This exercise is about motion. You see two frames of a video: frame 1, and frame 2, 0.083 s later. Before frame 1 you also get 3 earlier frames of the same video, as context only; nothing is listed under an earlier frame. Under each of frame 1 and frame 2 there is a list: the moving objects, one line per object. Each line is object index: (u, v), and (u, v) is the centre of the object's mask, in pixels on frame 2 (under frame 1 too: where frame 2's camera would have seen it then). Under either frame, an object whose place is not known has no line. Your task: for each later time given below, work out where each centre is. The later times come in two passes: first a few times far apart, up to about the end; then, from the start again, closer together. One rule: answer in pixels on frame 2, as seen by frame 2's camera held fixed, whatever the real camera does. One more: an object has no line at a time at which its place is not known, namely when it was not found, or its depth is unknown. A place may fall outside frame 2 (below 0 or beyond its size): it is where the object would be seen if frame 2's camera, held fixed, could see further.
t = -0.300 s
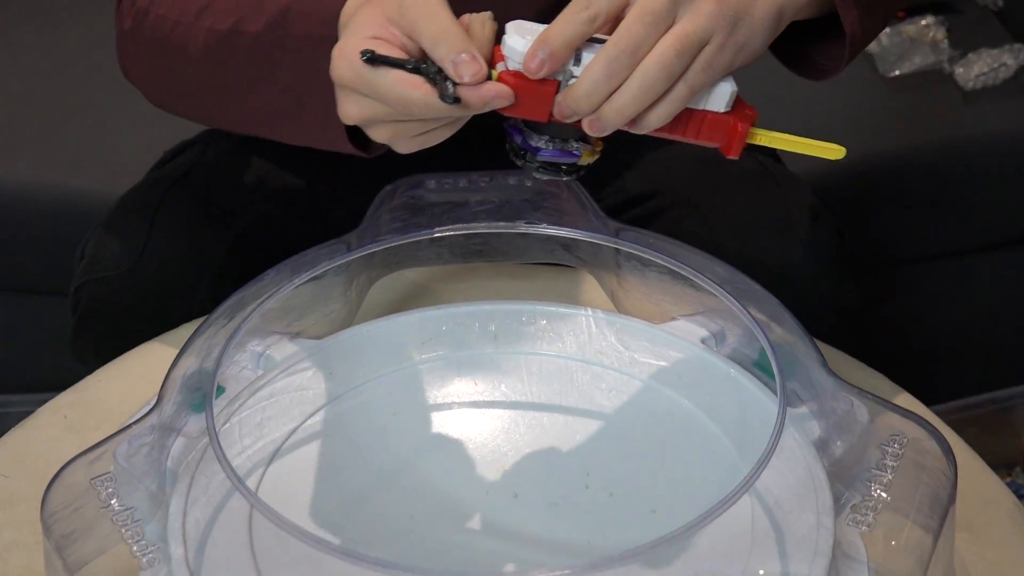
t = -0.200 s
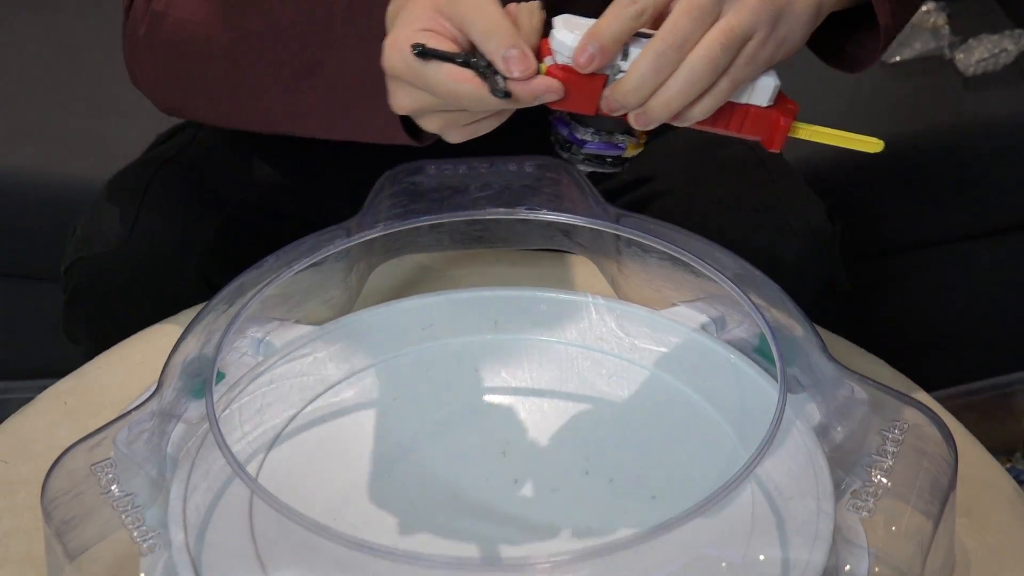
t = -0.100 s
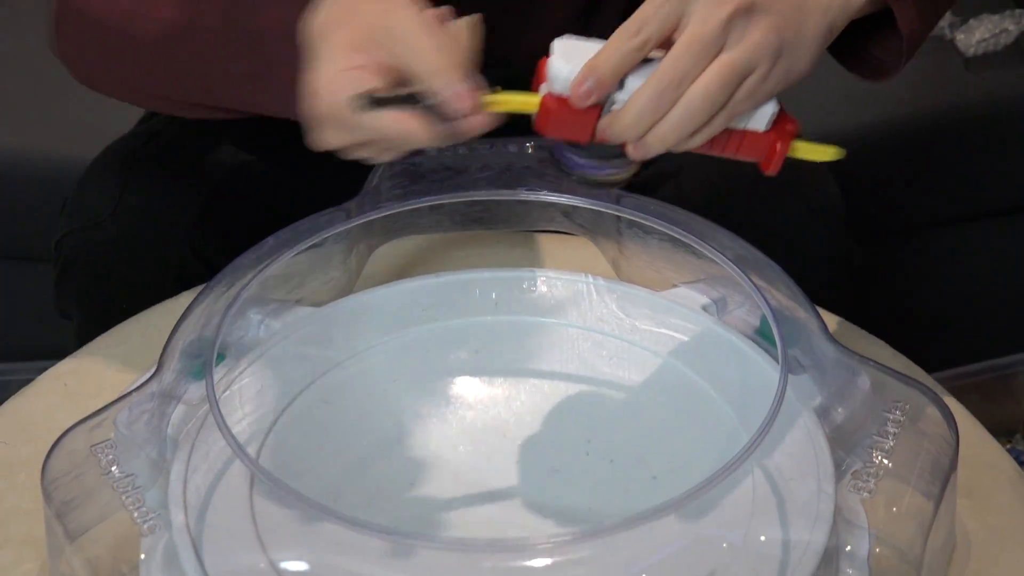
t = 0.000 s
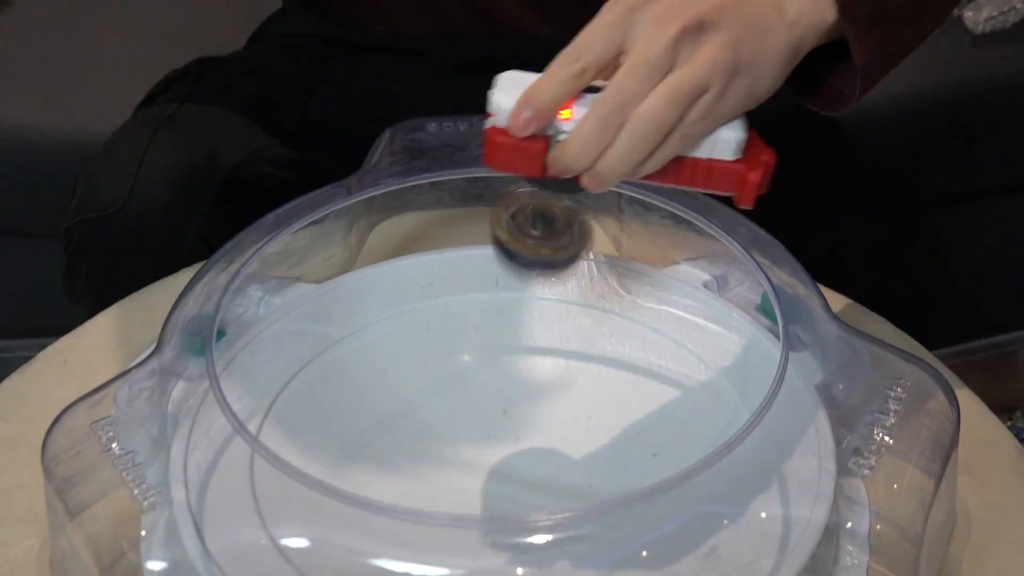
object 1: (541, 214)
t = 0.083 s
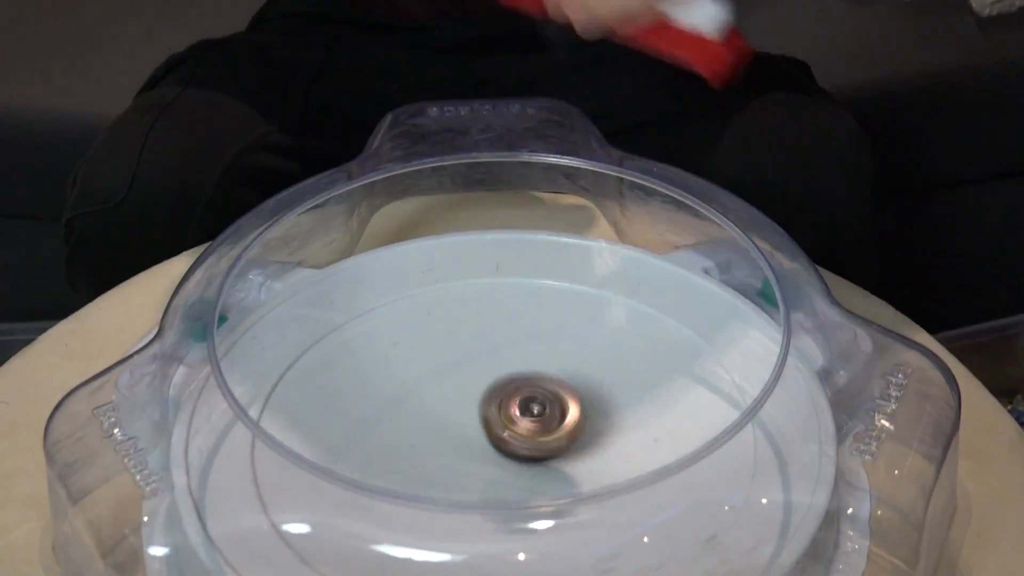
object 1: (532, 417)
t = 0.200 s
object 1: (509, 442)
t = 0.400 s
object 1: (551, 492)
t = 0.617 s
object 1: (664, 316)
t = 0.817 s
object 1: (397, 277)
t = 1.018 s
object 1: (326, 513)
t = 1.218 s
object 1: (766, 441)
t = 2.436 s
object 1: (199, 445)
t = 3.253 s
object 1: (328, 534)
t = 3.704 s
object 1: (453, 261)
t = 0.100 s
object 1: (528, 409)
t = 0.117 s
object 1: (526, 403)
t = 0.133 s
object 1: (523, 401)
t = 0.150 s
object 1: (520, 404)
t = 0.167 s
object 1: (516, 411)
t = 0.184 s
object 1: (513, 424)
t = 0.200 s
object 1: (509, 442)
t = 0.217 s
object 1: (507, 461)
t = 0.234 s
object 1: (503, 493)
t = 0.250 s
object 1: (500, 526)
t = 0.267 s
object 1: (504, 516)
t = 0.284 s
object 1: (509, 501)
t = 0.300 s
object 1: (514, 491)
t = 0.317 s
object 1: (521, 483)
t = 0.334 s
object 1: (526, 480)
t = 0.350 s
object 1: (532, 483)
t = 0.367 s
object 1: (537, 489)
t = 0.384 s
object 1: (543, 500)
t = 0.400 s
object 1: (551, 492)
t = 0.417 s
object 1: (562, 465)
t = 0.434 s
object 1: (575, 454)
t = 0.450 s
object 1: (586, 447)
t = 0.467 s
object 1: (595, 443)
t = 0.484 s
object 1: (605, 440)
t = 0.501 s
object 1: (618, 428)
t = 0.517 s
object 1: (630, 412)
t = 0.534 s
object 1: (639, 400)
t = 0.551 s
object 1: (648, 386)
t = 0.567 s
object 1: (656, 368)
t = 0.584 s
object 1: (660, 352)
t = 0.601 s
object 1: (664, 335)
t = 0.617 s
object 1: (664, 316)
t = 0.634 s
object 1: (659, 297)
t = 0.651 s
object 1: (651, 283)
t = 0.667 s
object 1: (623, 273)
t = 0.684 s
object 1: (596, 267)
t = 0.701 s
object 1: (569, 265)
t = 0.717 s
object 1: (542, 268)
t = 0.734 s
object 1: (517, 268)
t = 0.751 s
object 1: (493, 265)
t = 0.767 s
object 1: (468, 266)
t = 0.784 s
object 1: (444, 268)
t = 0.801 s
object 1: (421, 269)
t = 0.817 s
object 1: (397, 277)
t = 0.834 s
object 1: (377, 287)
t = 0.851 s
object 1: (358, 298)
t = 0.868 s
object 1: (340, 312)
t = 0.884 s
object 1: (324, 327)
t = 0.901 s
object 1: (311, 347)
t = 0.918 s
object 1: (300, 368)
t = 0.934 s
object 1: (293, 389)
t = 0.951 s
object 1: (293, 410)
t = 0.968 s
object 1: (293, 436)
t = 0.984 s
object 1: (300, 463)
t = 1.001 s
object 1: (311, 487)
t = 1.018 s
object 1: (326, 513)
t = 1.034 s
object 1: (352, 537)
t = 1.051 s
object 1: (384, 555)
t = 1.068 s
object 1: (415, 570)
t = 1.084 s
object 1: (455, 581)
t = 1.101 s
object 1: (500, 582)
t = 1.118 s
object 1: (550, 579)
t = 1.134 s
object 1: (597, 573)
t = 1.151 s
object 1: (640, 552)
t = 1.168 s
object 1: (684, 528)
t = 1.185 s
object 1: (714, 500)
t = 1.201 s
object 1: (741, 468)
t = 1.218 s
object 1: (766, 441)
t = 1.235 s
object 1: (789, 411)
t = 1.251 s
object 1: (803, 387)
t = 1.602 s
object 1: (255, 389)
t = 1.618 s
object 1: (253, 411)
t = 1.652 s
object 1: (245, 473)
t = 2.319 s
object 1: (298, 327)
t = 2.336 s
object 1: (278, 344)
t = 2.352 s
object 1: (263, 358)
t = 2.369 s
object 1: (240, 375)
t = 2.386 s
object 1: (222, 392)
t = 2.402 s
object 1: (208, 408)
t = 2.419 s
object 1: (200, 429)
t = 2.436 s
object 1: (199, 445)
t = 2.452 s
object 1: (203, 461)
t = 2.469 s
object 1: (213, 485)
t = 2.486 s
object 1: (225, 502)
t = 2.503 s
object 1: (239, 518)
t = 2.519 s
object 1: (258, 535)
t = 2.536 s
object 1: (279, 552)
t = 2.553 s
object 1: (301, 564)
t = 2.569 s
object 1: (328, 576)
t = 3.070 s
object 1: (384, 282)
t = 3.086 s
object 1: (355, 295)
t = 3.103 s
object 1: (328, 311)
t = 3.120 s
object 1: (306, 332)
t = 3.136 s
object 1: (287, 356)
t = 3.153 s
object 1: (278, 379)
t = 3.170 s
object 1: (268, 405)
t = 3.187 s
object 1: (262, 435)
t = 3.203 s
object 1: (269, 465)
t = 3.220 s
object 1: (278, 496)
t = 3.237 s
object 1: (302, 515)
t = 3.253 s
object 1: (328, 534)
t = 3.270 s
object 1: (362, 552)
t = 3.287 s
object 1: (400, 567)
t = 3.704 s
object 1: (453, 261)
